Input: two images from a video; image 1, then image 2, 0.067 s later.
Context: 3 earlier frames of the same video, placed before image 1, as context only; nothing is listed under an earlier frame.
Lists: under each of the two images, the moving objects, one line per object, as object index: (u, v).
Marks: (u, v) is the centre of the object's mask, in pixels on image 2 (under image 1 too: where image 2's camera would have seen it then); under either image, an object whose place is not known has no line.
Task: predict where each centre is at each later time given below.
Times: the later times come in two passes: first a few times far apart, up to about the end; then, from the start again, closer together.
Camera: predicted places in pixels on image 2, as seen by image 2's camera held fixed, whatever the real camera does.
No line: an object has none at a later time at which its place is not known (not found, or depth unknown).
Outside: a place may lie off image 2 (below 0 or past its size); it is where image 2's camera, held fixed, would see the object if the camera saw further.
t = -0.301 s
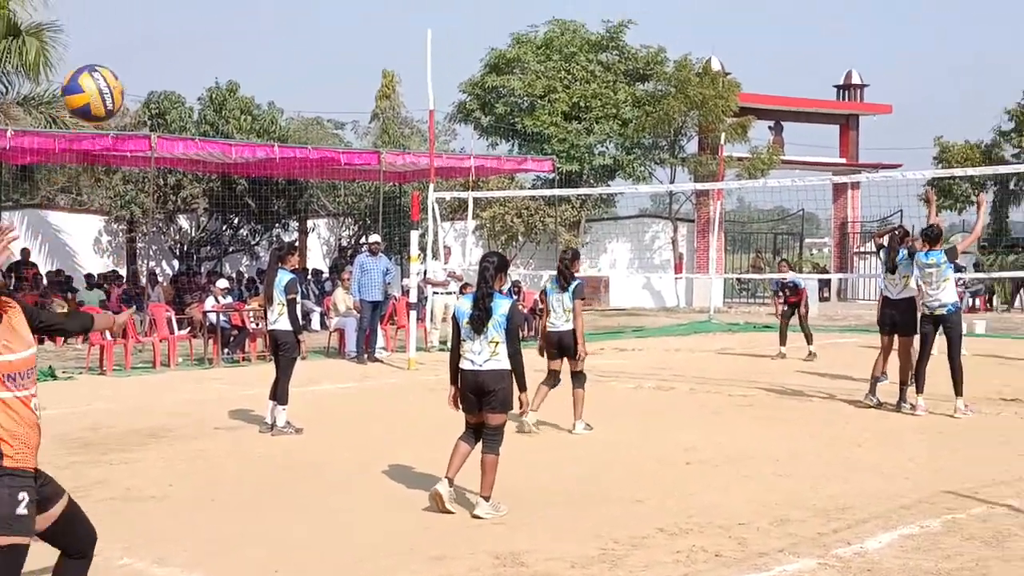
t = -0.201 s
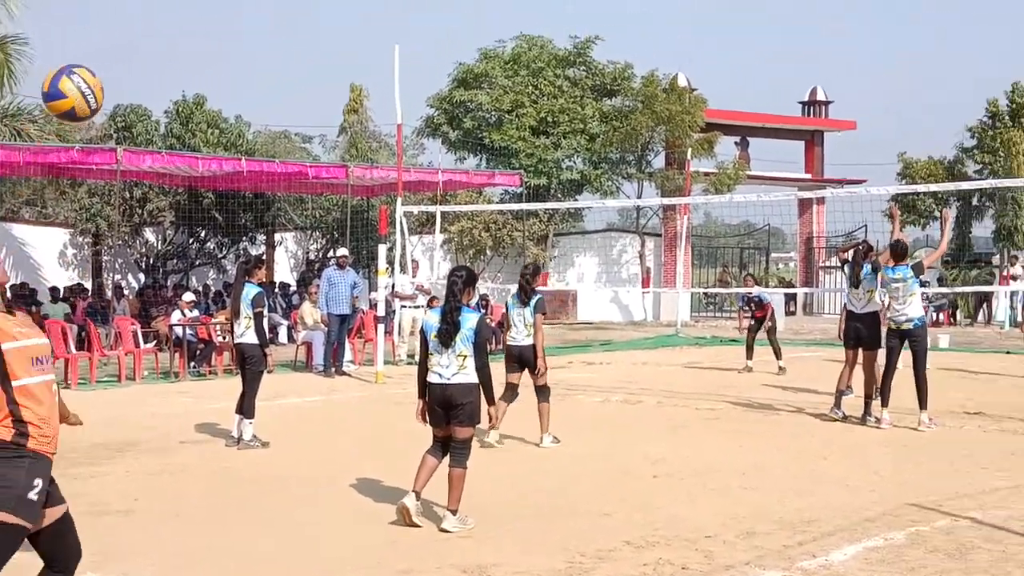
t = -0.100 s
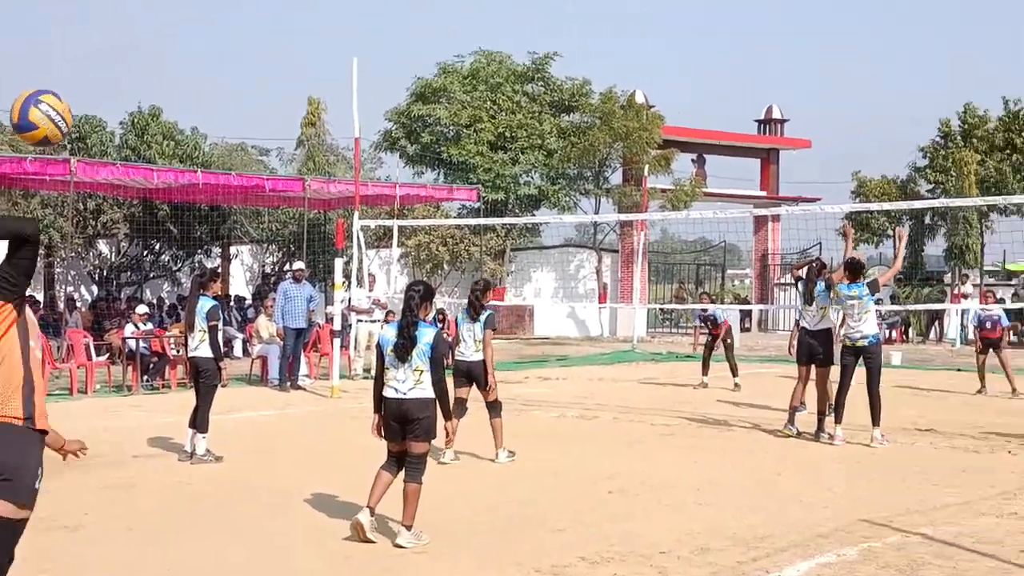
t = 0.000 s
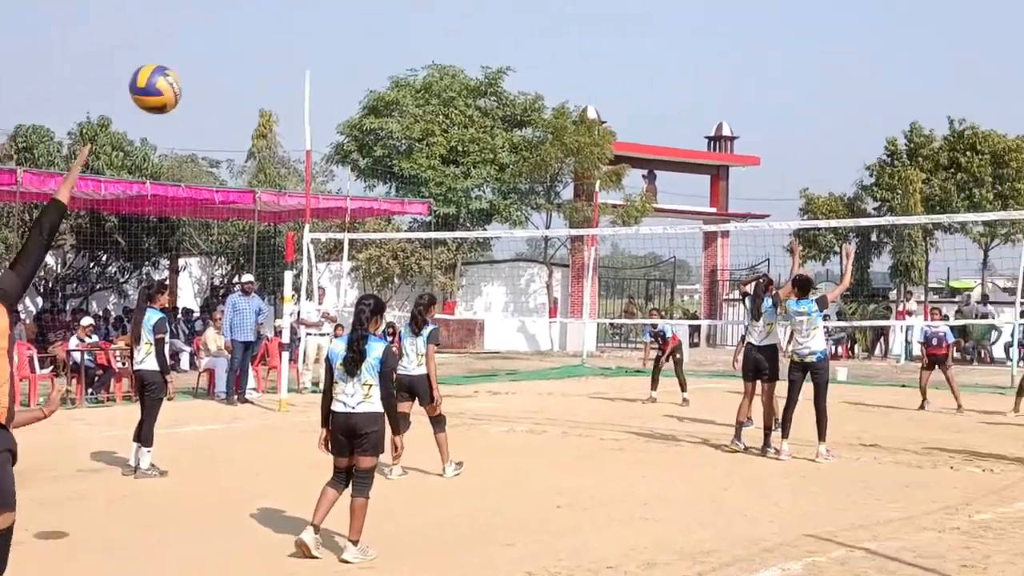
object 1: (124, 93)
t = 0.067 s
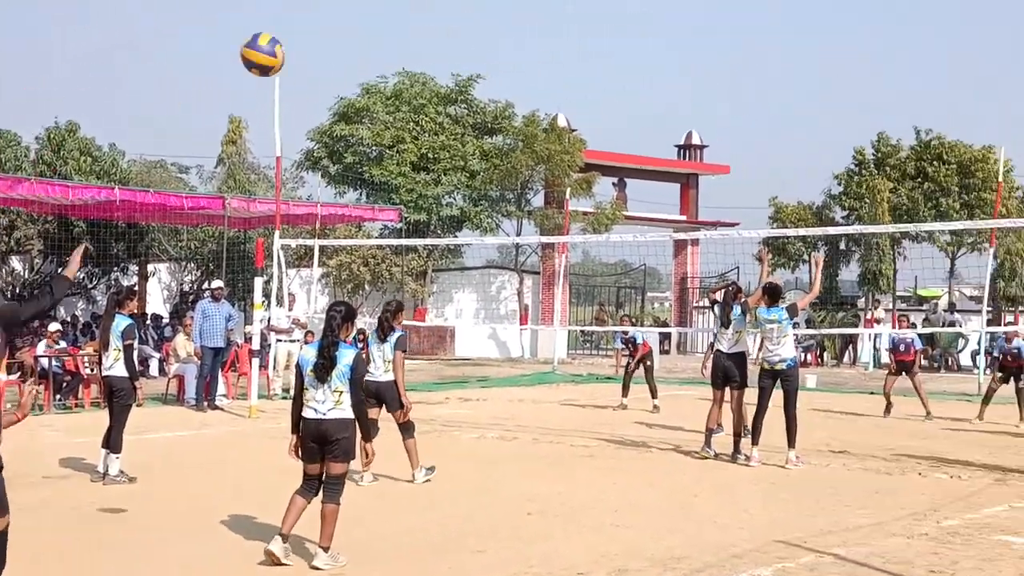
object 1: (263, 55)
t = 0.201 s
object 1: (450, 16)
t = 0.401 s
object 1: (619, 18)
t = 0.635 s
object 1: (733, 80)
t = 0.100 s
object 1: (319, 41)
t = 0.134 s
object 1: (367, 29)
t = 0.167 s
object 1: (410, 20)
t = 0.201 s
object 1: (450, 16)
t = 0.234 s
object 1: (485, 13)
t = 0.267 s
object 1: (517, 11)
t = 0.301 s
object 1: (546, 11)
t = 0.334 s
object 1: (573, 11)
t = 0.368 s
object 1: (598, 13)
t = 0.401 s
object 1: (619, 18)
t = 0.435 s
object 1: (640, 24)
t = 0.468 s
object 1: (660, 31)
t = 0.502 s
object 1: (677, 39)
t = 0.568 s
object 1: (707, 58)
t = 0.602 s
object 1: (721, 69)
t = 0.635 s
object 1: (733, 80)
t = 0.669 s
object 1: (746, 92)
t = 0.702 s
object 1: (756, 105)
